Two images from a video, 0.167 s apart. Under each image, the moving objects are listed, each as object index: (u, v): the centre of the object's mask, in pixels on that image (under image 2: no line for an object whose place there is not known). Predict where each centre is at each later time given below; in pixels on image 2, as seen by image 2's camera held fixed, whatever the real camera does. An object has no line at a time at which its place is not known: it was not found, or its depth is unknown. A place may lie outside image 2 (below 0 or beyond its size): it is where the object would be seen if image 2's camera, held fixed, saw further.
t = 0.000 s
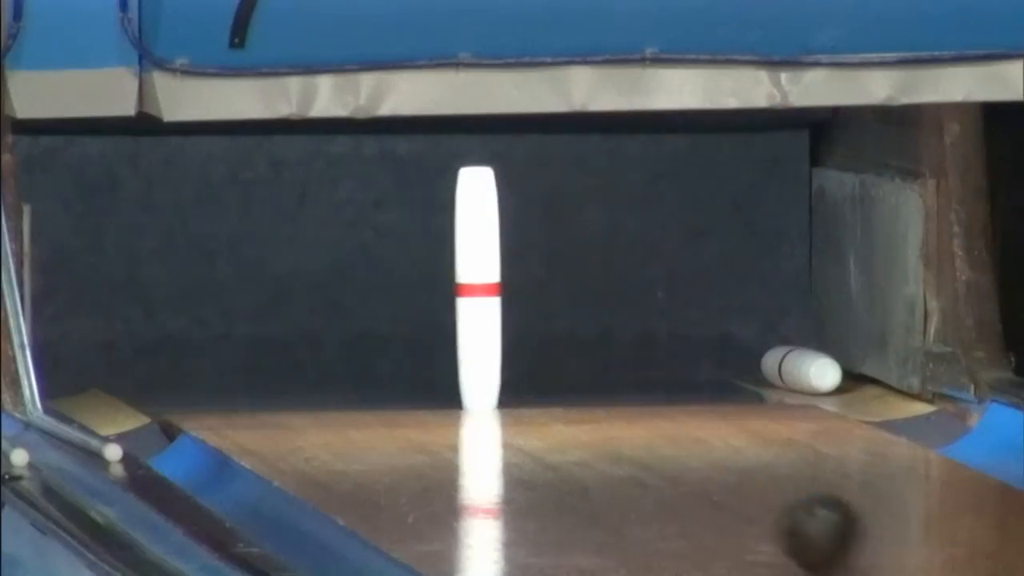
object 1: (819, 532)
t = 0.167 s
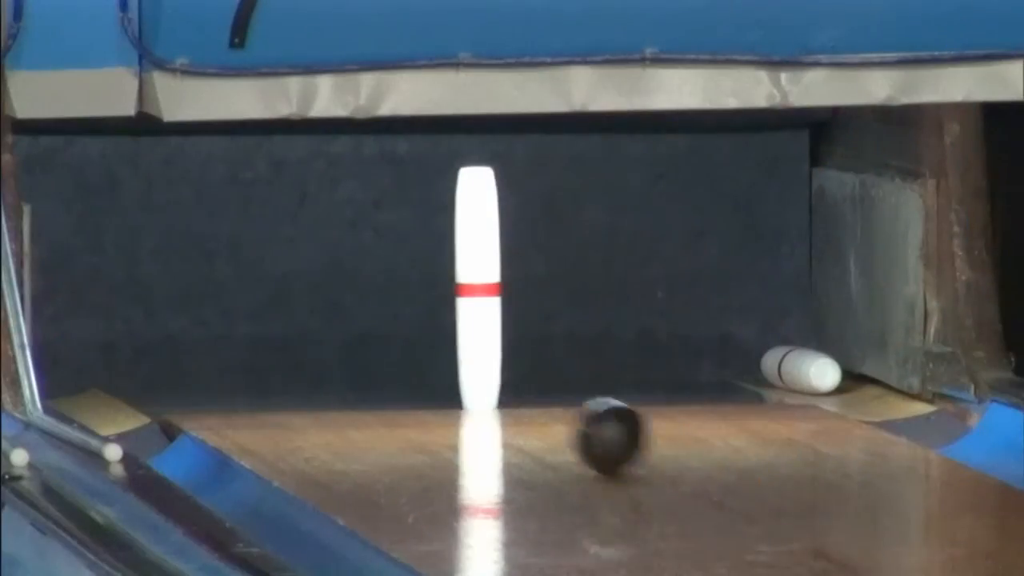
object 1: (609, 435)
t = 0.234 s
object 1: (535, 404)
